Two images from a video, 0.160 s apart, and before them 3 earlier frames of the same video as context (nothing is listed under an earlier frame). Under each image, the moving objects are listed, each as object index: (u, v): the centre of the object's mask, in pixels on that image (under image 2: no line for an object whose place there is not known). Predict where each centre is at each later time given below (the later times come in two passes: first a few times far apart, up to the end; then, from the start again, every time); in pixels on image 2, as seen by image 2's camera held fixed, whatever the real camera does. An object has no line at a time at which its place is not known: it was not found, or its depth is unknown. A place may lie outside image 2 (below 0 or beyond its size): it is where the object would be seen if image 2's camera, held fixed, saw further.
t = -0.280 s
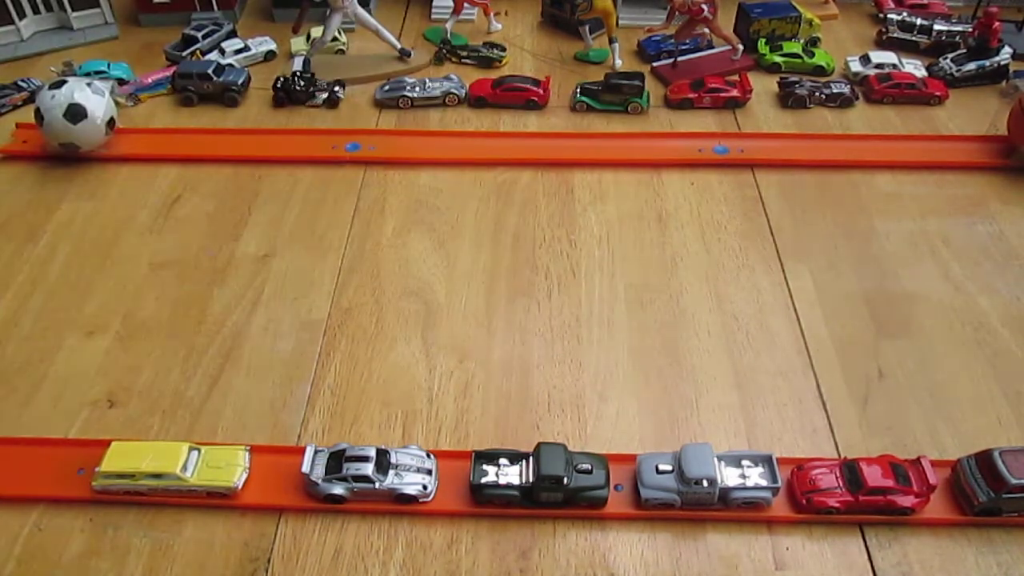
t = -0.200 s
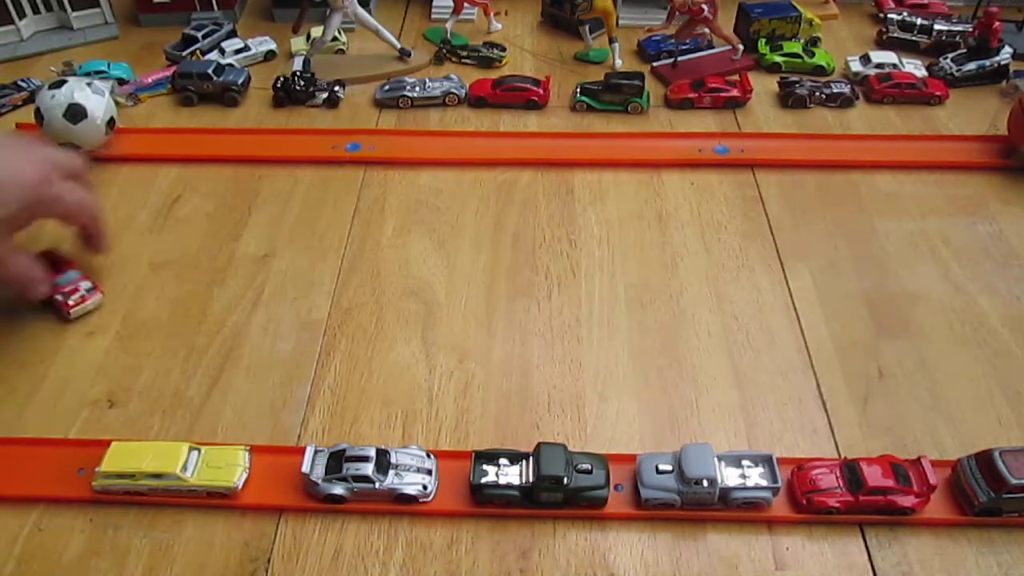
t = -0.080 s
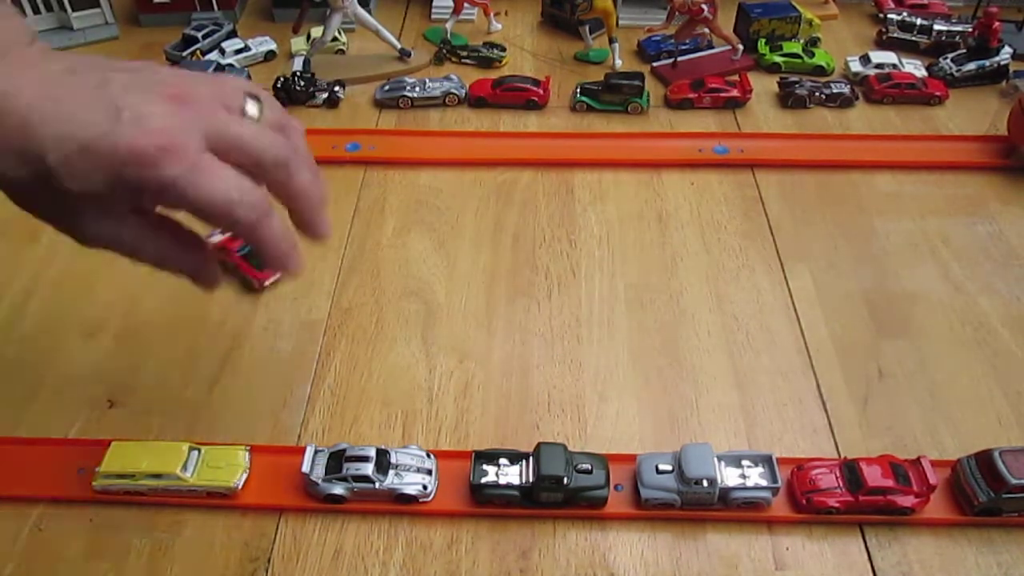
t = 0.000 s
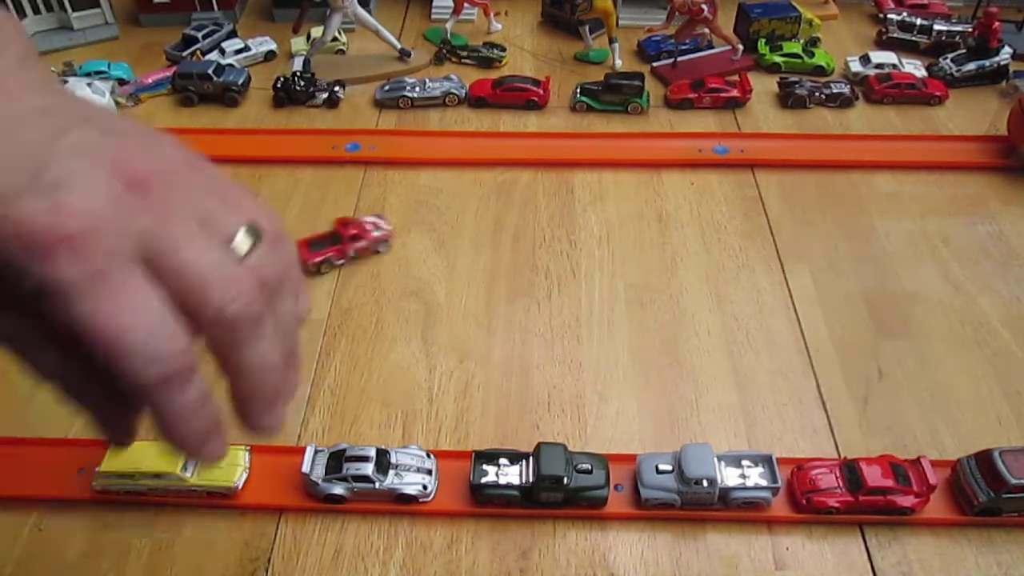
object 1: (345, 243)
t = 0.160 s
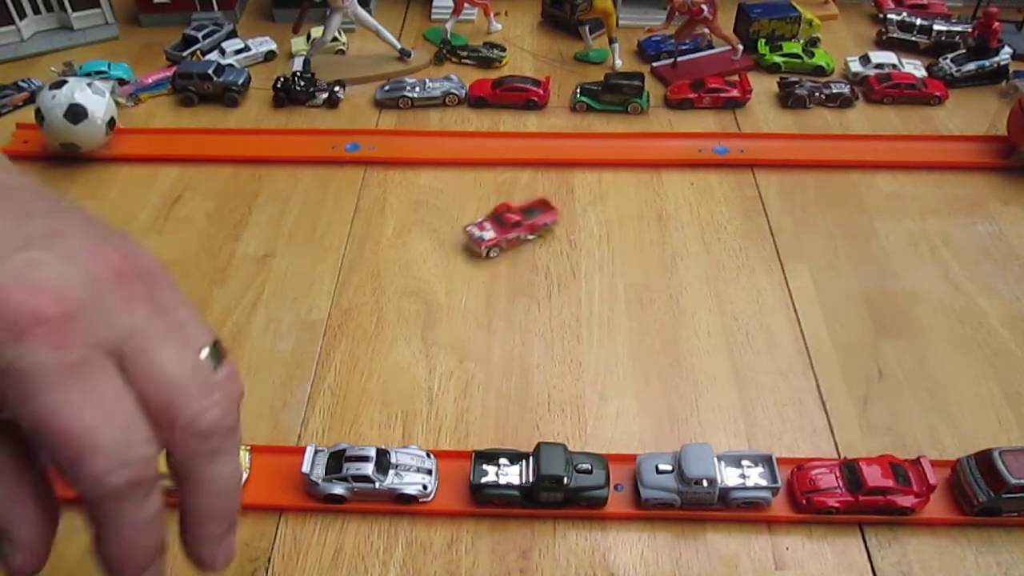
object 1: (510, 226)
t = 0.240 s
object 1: (575, 223)
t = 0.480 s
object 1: (694, 228)
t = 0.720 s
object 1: (764, 228)
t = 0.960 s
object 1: (799, 227)
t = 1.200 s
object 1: (794, 228)
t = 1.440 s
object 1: (777, 228)
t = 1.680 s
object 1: (759, 228)
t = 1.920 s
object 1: (737, 229)
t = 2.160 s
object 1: (711, 230)
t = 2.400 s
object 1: (690, 230)
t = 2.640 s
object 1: (677, 230)
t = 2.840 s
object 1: (671, 230)
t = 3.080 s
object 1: (672, 230)
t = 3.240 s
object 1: (673, 230)
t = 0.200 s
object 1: (543, 224)
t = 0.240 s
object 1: (575, 223)
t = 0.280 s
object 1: (604, 224)
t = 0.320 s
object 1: (630, 225)
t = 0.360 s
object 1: (648, 227)
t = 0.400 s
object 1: (665, 227)
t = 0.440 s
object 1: (680, 227)
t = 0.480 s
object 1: (694, 228)
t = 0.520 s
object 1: (709, 229)
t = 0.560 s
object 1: (722, 229)
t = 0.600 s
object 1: (734, 229)
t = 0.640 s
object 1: (745, 229)
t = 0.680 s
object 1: (755, 229)
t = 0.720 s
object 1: (764, 228)
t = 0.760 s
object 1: (772, 228)
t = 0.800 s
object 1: (779, 228)
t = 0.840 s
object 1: (785, 228)
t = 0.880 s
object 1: (791, 228)
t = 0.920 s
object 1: (796, 228)
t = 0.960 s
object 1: (799, 227)
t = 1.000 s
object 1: (803, 228)
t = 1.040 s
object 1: (804, 227)
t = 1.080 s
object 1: (802, 227)
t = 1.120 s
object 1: (799, 228)
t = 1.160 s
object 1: (797, 228)
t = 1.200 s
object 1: (794, 228)
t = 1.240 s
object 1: (792, 228)
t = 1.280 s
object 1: (789, 228)
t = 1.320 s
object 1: (785, 228)
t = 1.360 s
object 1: (783, 228)
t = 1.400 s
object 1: (780, 228)
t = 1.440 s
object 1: (777, 228)
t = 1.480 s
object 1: (774, 228)
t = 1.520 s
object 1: (771, 228)
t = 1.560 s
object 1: (768, 228)
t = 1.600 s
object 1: (766, 229)
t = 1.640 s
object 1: (763, 228)
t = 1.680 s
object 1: (759, 228)
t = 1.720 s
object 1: (756, 228)
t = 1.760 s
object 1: (753, 229)
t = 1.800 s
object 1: (750, 228)
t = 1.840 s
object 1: (746, 229)
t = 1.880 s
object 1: (742, 229)
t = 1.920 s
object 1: (737, 229)
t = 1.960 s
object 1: (733, 229)
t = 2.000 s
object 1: (729, 229)
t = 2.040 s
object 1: (724, 230)
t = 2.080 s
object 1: (720, 229)
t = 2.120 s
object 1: (716, 229)
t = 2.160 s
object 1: (711, 230)
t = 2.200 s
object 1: (707, 230)
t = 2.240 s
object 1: (703, 229)
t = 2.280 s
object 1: (699, 230)
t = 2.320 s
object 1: (695, 230)
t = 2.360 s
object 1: (692, 230)
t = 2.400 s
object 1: (690, 230)
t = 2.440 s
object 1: (687, 230)
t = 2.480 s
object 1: (685, 230)
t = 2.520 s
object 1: (683, 230)
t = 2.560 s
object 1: (681, 230)
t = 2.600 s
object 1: (679, 230)
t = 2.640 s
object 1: (677, 230)
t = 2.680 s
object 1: (675, 230)
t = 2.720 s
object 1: (673, 230)
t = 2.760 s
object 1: (672, 230)
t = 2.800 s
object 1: (671, 230)
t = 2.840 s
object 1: (671, 230)
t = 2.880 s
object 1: (671, 230)
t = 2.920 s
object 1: (671, 230)
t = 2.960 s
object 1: (671, 230)
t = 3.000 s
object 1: (672, 230)
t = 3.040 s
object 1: (673, 230)
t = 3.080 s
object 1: (672, 230)
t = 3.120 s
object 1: (673, 230)
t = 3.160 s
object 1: (672, 230)
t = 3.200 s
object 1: (672, 230)
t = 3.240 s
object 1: (673, 230)
